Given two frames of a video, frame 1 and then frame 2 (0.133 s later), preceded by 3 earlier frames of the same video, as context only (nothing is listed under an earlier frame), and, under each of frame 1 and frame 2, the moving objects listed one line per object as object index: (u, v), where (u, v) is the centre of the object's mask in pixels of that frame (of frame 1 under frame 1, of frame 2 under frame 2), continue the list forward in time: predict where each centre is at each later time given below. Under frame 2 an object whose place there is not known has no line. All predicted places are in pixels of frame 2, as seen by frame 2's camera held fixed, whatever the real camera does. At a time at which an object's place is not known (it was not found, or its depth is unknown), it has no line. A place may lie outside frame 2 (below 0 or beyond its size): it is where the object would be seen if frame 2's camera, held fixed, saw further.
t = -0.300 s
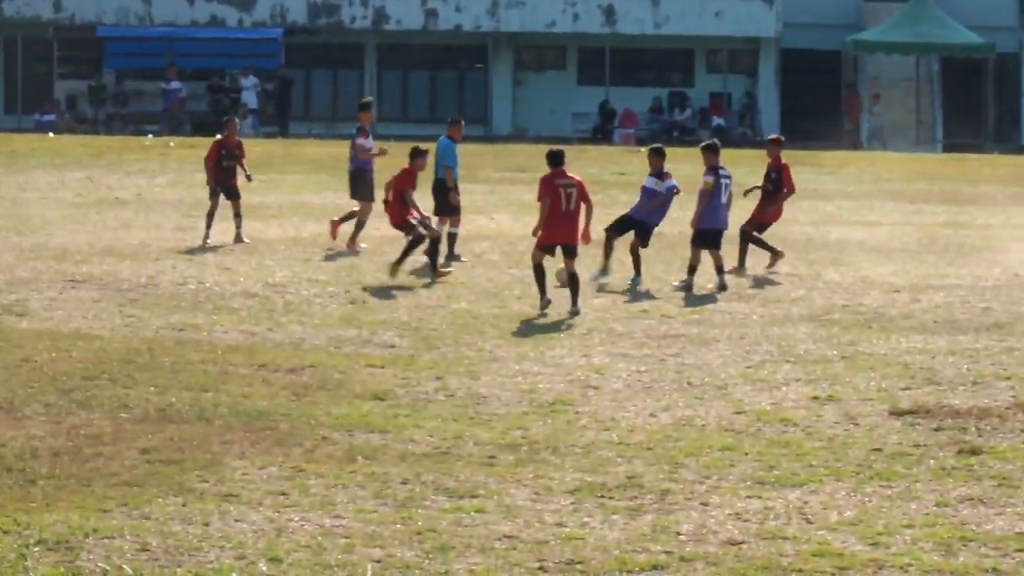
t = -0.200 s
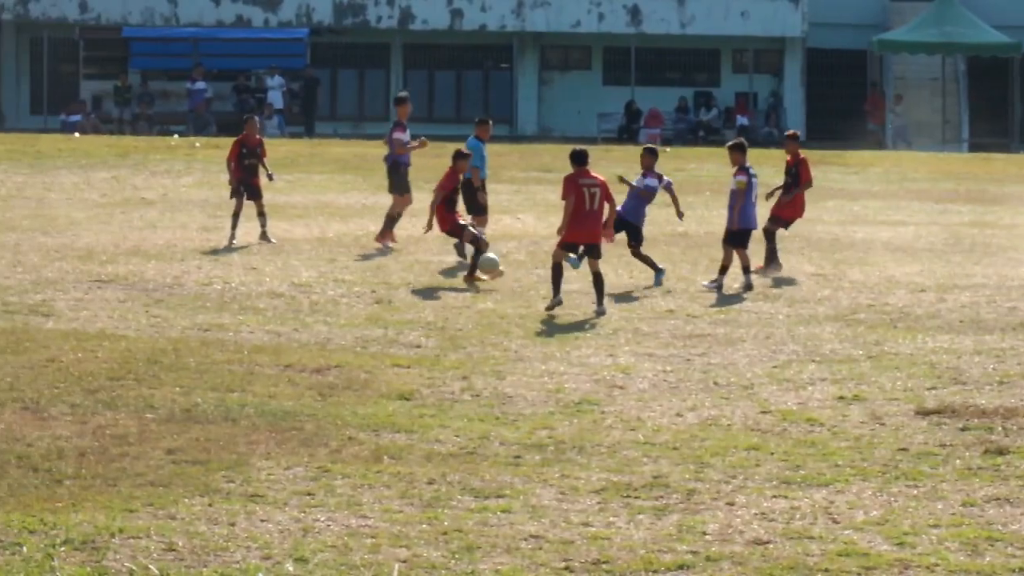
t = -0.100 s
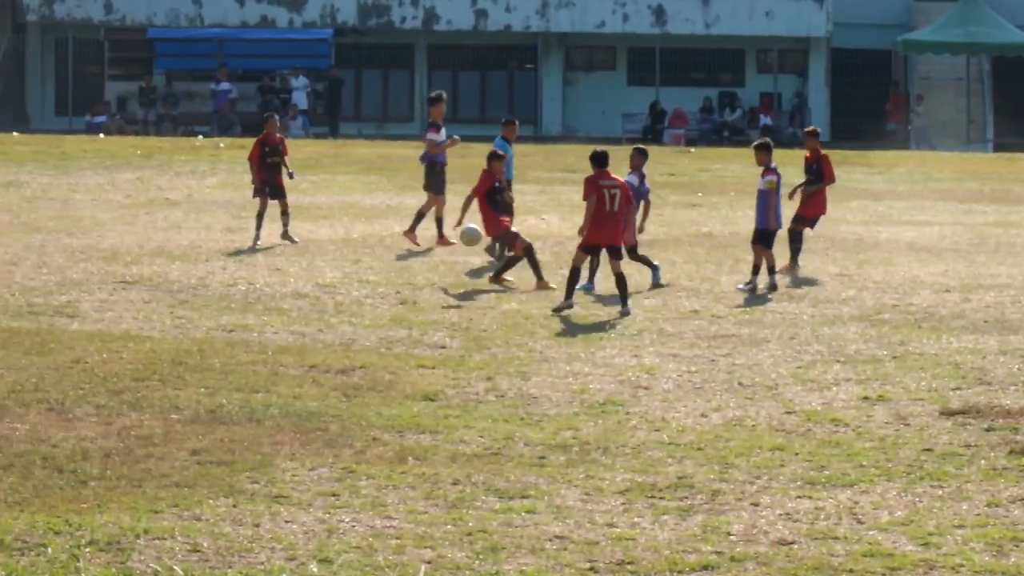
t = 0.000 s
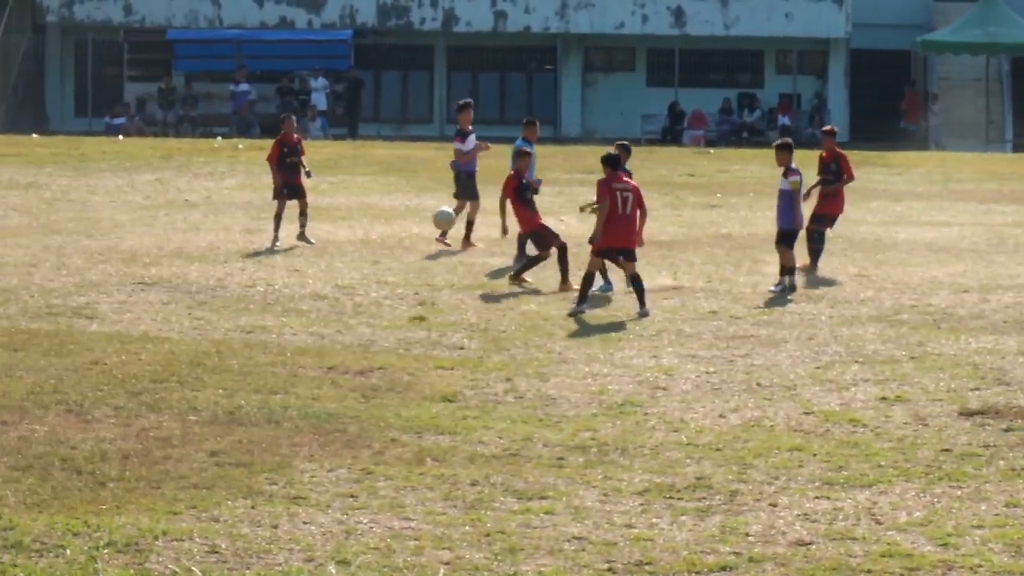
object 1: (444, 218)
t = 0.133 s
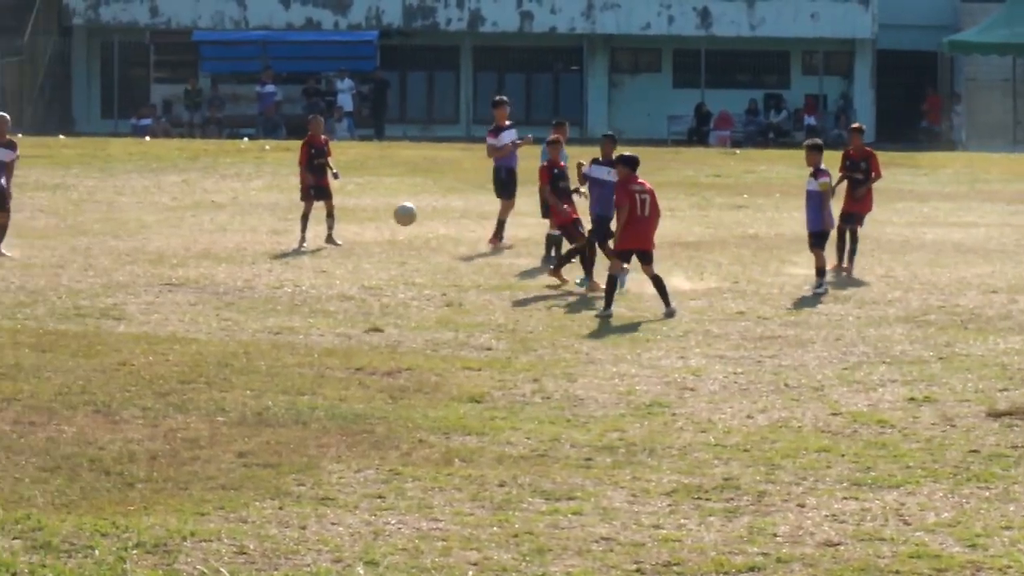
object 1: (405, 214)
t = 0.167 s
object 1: (390, 217)
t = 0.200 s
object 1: (374, 221)
